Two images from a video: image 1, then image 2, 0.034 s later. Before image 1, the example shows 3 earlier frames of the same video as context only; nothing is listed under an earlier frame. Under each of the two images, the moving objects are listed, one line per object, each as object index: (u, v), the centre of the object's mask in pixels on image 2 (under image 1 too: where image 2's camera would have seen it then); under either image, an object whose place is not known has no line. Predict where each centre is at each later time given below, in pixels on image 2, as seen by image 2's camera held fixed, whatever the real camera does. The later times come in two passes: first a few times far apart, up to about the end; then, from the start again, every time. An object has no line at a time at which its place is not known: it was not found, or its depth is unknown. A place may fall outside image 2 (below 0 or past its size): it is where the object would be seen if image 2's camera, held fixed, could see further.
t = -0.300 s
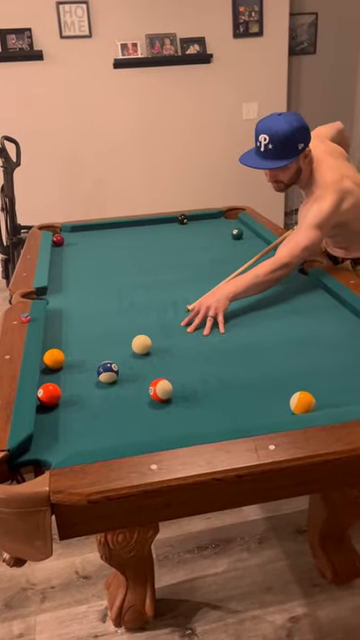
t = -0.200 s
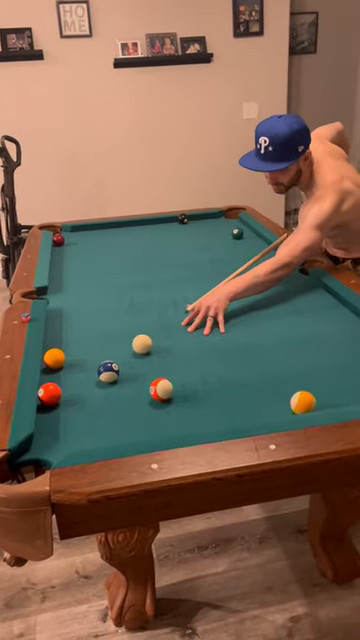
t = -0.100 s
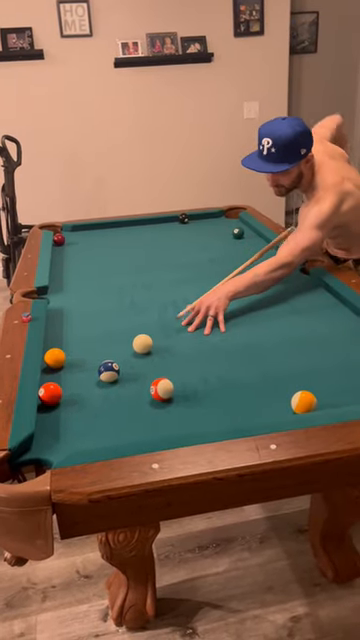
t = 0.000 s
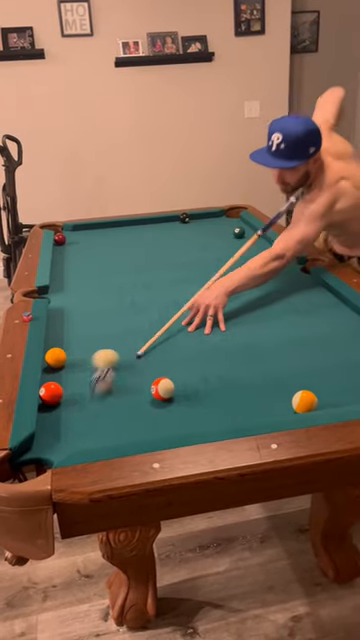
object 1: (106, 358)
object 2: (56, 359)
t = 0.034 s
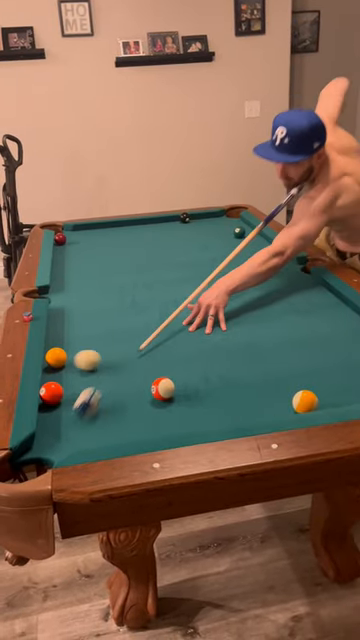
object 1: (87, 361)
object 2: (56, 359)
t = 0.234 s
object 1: (64, 367)
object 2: (81, 344)
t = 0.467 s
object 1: (58, 369)
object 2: (113, 329)
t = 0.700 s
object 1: (53, 370)
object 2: (140, 317)
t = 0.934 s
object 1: (53, 371)
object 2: (164, 306)
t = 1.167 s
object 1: (53, 372)
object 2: (184, 297)
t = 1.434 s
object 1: (53, 372)
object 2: (204, 289)
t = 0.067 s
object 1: (73, 362)
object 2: (53, 358)
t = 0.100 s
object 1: (70, 363)
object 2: (57, 352)
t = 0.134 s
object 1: (67, 365)
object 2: (64, 348)
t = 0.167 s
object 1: (66, 366)
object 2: (71, 348)
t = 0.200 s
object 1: (65, 366)
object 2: (76, 346)
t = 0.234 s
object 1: (64, 367)
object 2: (81, 344)
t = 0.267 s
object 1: (63, 367)
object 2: (86, 342)
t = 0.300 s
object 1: (63, 367)
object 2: (91, 339)
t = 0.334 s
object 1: (62, 367)
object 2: (95, 337)
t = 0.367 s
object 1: (61, 368)
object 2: (100, 335)
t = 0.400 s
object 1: (60, 368)
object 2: (104, 333)
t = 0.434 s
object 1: (59, 368)
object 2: (109, 331)
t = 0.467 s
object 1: (58, 369)
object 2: (113, 329)
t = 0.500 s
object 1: (57, 369)
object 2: (117, 327)
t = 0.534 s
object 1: (56, 369)
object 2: (121, 325)
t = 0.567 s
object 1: (55, 370)
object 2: (125, 324)
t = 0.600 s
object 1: (54, 370)
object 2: (129, 322)
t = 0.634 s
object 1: (53, 371)
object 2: (133, 320)
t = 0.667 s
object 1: (53, 370)
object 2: (136, 318)
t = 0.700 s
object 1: (53, 370)
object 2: (140, 317)
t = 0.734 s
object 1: (53, 370)
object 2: (143, 315)
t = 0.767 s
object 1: (53, 371)
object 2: (147, 314)
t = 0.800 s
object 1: (53, 371)
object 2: (150, 312)
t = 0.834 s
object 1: (53, 371)
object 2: (154, 310)
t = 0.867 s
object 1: (53, 371)
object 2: (157, 309)
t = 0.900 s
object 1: (53, 371)
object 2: (160, 308)
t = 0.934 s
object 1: (53, 371)
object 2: (164, 306)
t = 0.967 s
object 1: (53, 372)
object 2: (167, 305)
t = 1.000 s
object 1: (53, 372)
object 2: (170, 304)
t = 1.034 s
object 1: (53, 371)
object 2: (172, 302)
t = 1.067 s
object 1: (53, 372)
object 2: (175, 301)
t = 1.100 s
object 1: (53, 372)
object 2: (178, 300)
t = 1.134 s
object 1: (53, 372)
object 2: (181, 298)
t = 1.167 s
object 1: (53, 372)
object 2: (184, 297)
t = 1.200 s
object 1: (53, 372)
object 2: (186, 296)
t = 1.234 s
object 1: (53, 372)
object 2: (189, 295)
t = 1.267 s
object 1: (53, 372)
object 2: (191, 294)
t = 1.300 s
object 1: (53, 372)
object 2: (194, 293)
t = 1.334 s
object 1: (53, 372)
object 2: (197, 292)
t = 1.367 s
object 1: (53, 372)
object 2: (199, 291)
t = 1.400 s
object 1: (53, 372)
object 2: (201, 290)
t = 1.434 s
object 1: (53, 372)
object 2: (204, 289)
